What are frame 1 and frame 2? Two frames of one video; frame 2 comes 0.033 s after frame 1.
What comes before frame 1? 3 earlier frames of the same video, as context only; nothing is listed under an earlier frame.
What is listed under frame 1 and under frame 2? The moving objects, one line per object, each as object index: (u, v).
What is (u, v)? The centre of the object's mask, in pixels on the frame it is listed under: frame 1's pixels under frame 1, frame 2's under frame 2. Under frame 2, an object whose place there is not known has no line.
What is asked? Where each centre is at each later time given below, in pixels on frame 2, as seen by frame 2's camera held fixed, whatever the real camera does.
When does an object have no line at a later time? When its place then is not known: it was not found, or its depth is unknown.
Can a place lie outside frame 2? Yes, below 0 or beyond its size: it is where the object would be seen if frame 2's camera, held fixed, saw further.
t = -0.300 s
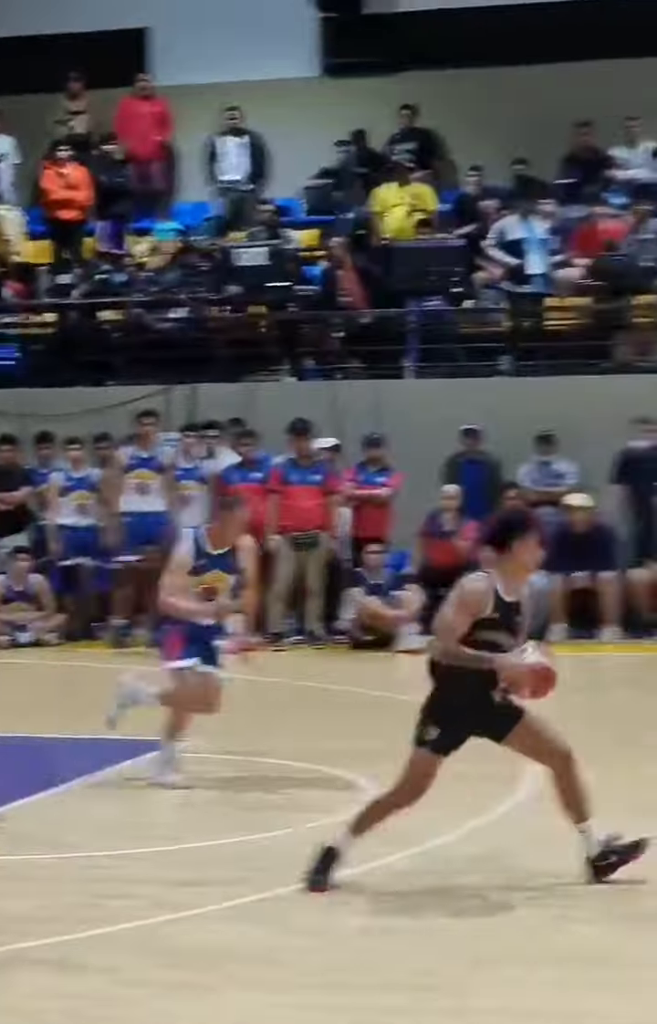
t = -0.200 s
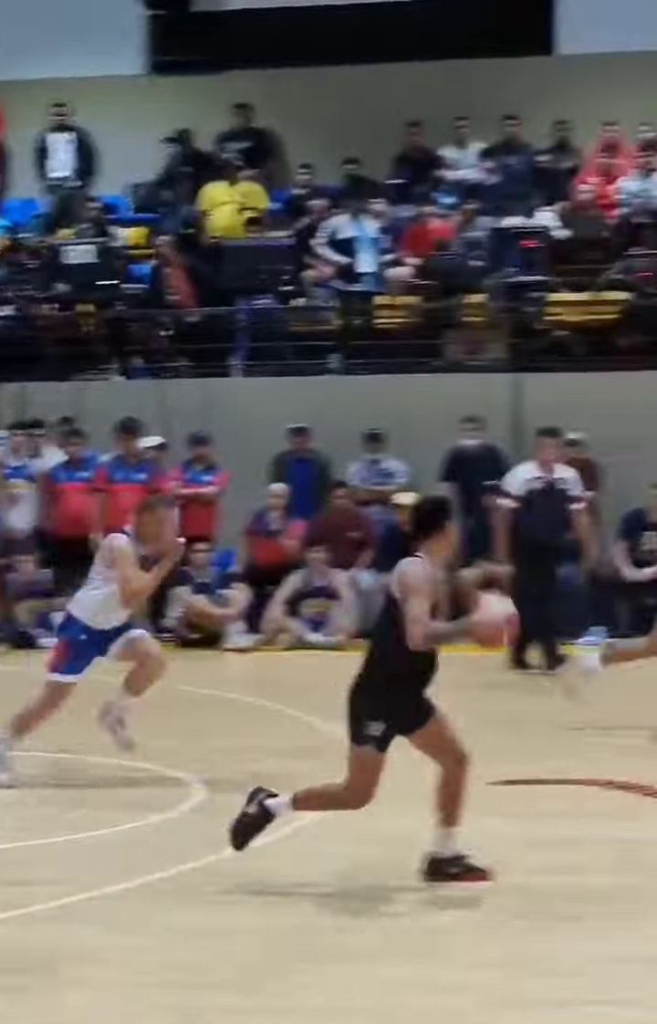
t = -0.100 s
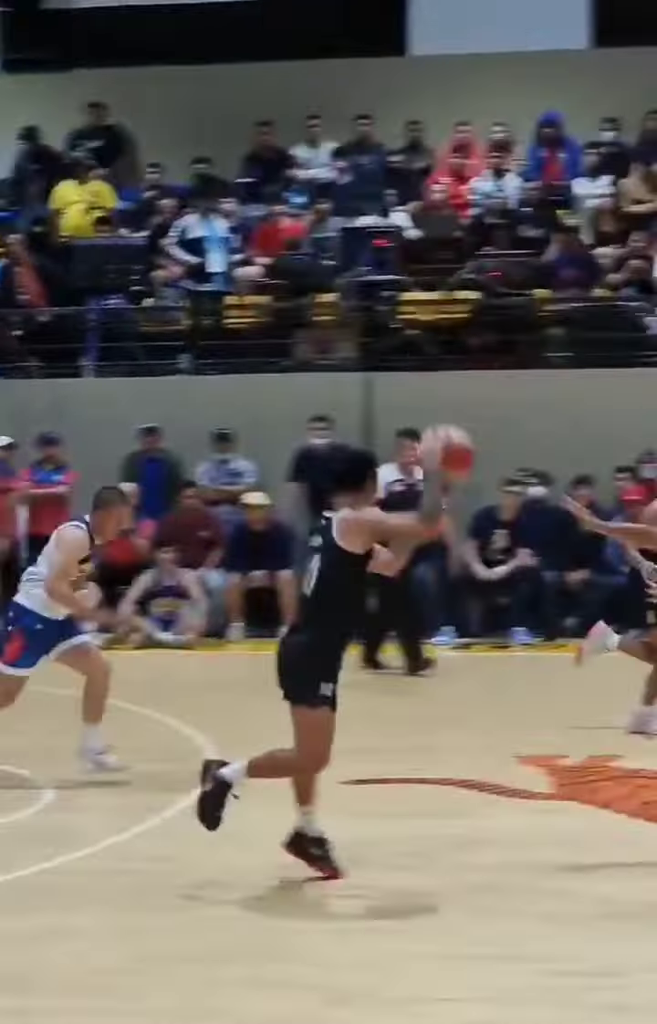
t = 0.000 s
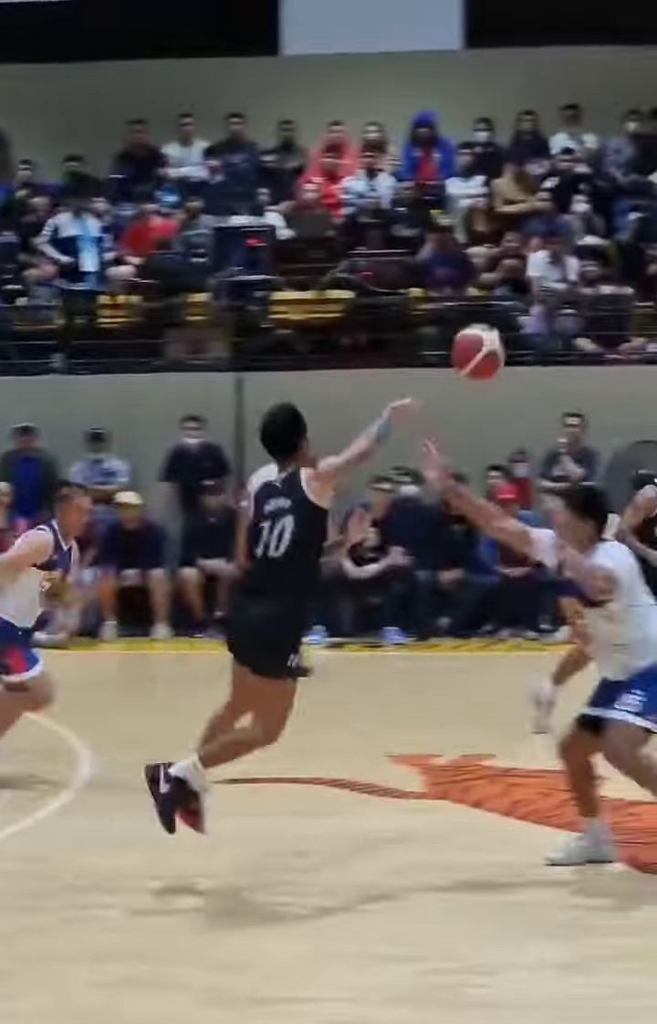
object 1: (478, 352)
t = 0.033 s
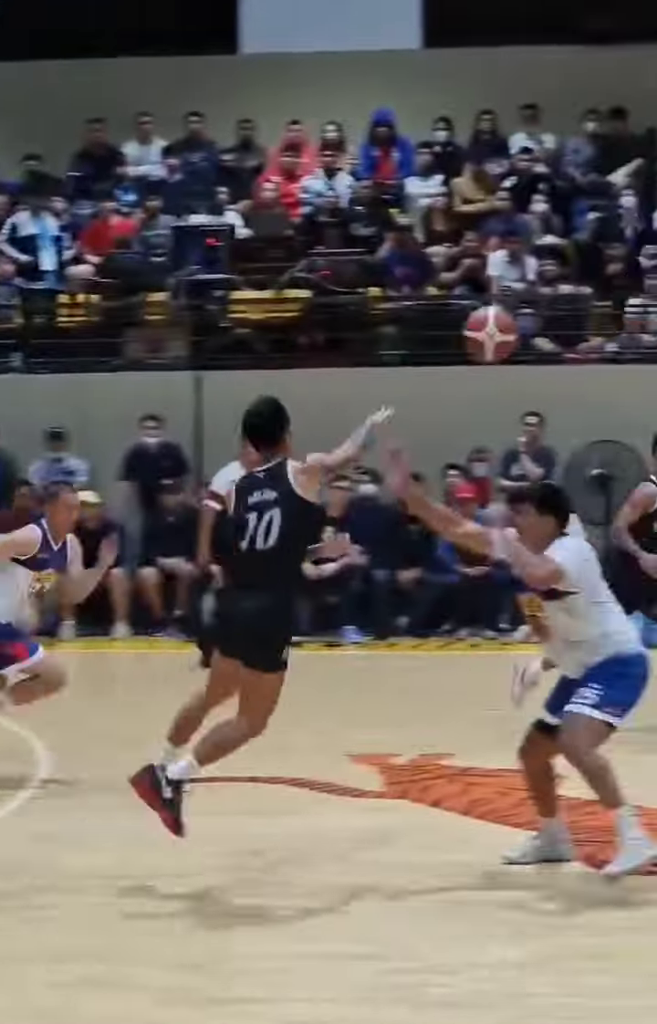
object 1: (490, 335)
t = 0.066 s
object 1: (542, 318)
